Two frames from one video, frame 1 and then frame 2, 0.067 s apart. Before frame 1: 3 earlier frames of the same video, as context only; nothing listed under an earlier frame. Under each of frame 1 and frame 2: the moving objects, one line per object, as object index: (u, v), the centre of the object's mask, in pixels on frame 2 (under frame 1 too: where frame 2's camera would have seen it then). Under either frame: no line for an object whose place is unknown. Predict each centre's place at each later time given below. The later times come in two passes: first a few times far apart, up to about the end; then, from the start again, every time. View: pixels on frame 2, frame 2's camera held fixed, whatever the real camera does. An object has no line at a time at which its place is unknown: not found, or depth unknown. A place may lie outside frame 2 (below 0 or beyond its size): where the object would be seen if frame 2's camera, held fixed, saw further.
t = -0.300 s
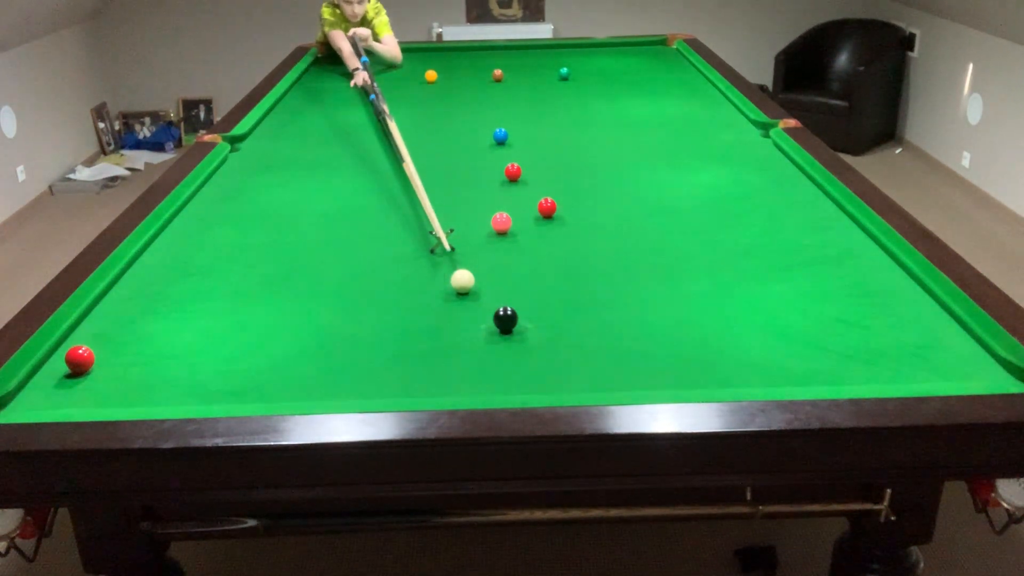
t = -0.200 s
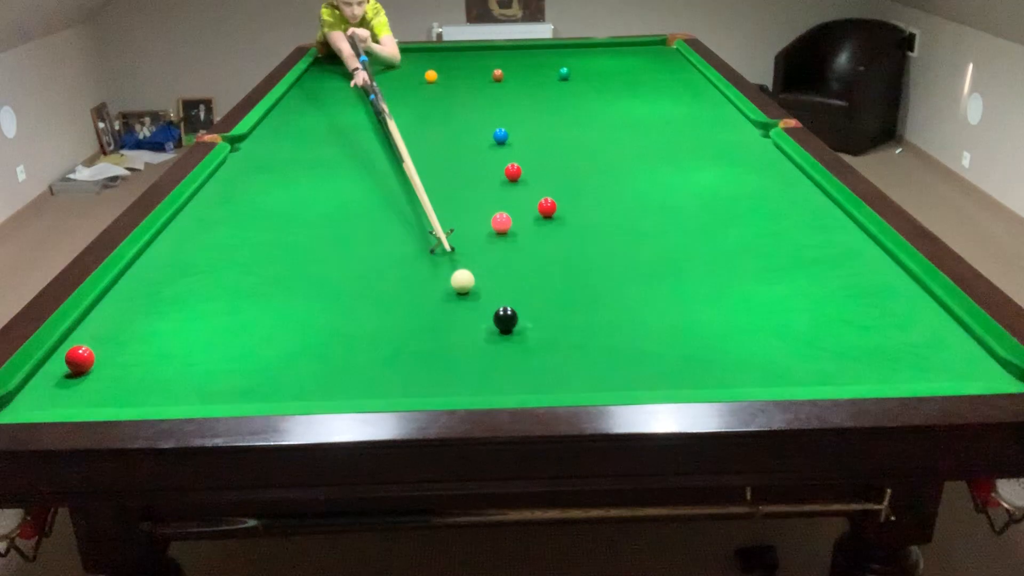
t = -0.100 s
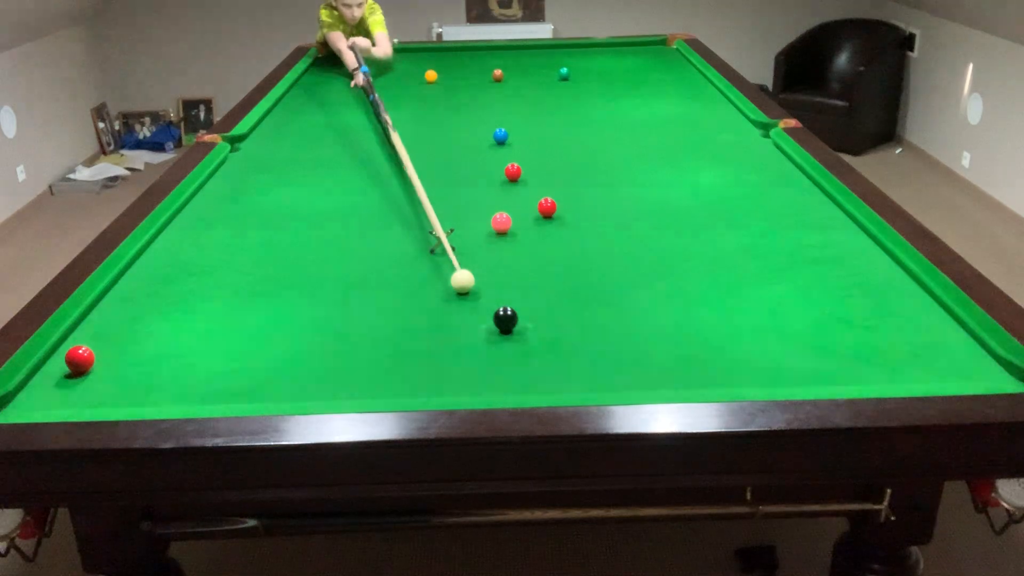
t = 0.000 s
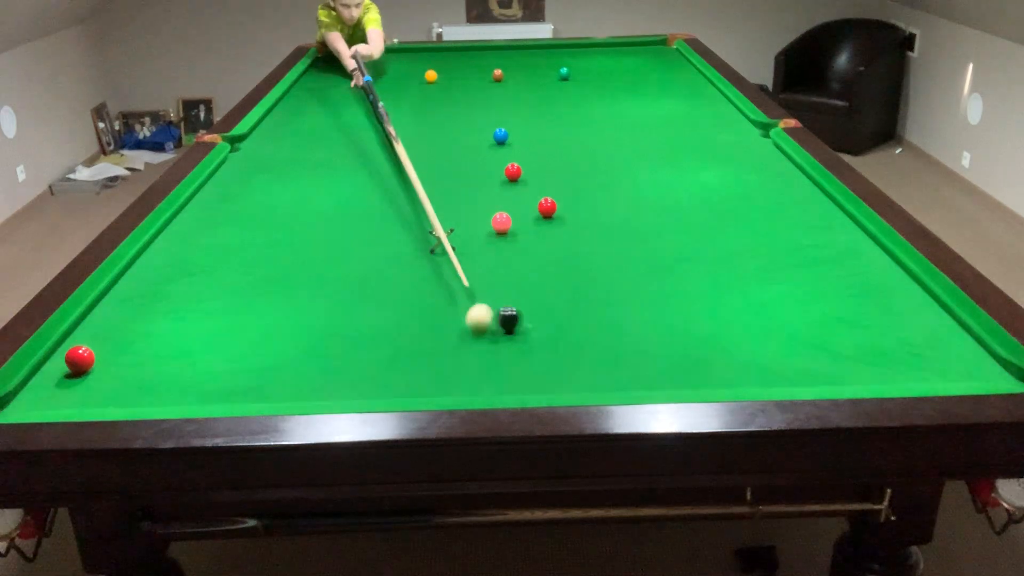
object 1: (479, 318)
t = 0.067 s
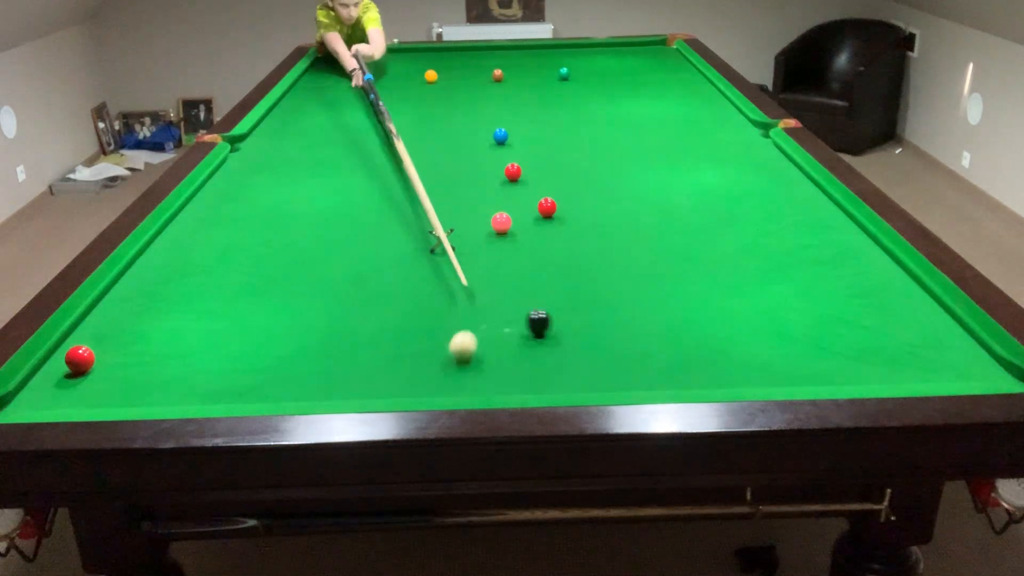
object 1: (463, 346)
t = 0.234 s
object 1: (439, 371)
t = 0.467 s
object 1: (428, 304)
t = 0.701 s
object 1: (418, 260)
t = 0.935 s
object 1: (409, 224)
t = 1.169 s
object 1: (402, 195)
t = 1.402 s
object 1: (396, 172)
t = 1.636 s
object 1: (392, 152)
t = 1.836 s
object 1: (388, 137)
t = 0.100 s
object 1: (457, 361)
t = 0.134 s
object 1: (450, 376)
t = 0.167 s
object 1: (444, 388)
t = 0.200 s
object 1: (441, 382)
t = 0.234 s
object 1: (439, 371)
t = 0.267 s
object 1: (438, 357)
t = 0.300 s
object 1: (437, 346)
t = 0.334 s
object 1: (435, 336)
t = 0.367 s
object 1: (433, 327)
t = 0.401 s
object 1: (431, 318)
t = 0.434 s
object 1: (429, 311)
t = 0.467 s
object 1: (428, 304)
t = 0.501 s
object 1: (426, 297)
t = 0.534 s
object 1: (425, 290)
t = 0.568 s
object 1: (423, 283)
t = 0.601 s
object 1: (422, 277)
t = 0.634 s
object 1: (420, 271)
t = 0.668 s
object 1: (419, 265)
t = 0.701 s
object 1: (418, 260)
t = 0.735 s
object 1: (416, 254)
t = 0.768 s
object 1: (415, 248)
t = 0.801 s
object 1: (414, 243)
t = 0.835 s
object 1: (413, 238)
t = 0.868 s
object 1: (412, 233)
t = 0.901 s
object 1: (410, 229)
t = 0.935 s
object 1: (409, 224)
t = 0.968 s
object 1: (408, 220)
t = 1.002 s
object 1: (407, 215)
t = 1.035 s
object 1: (406, 211)
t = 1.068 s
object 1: (405, 207)
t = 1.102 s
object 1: (404, 203)
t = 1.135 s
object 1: (403, 199)
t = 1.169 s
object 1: (402, 195)
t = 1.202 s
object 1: (402, 192)
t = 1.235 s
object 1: (401, 188)
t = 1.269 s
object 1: (400, 184)
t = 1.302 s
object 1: (399, 182)
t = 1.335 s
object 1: (398, 178)
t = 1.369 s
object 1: (398, 174)
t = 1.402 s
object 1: (396, 172)
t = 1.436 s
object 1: (396, 168)
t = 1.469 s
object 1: (395, 165)
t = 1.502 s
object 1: (394, 163)
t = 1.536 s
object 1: (394, 160)
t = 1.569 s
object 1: (393, 157)
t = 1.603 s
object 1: (392, 154)
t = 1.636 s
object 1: (392, 152)
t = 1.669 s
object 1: (391, 149)
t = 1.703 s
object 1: (390, 146)
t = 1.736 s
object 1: (390, 144)
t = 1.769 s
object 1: (389, 142)
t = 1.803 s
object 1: (388, 139)
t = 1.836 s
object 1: (388, 137)
